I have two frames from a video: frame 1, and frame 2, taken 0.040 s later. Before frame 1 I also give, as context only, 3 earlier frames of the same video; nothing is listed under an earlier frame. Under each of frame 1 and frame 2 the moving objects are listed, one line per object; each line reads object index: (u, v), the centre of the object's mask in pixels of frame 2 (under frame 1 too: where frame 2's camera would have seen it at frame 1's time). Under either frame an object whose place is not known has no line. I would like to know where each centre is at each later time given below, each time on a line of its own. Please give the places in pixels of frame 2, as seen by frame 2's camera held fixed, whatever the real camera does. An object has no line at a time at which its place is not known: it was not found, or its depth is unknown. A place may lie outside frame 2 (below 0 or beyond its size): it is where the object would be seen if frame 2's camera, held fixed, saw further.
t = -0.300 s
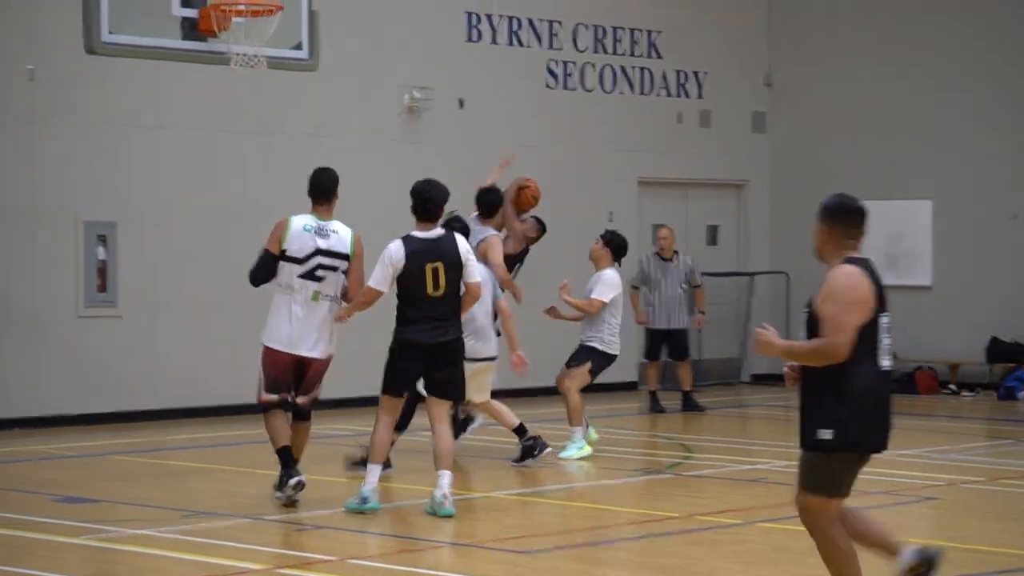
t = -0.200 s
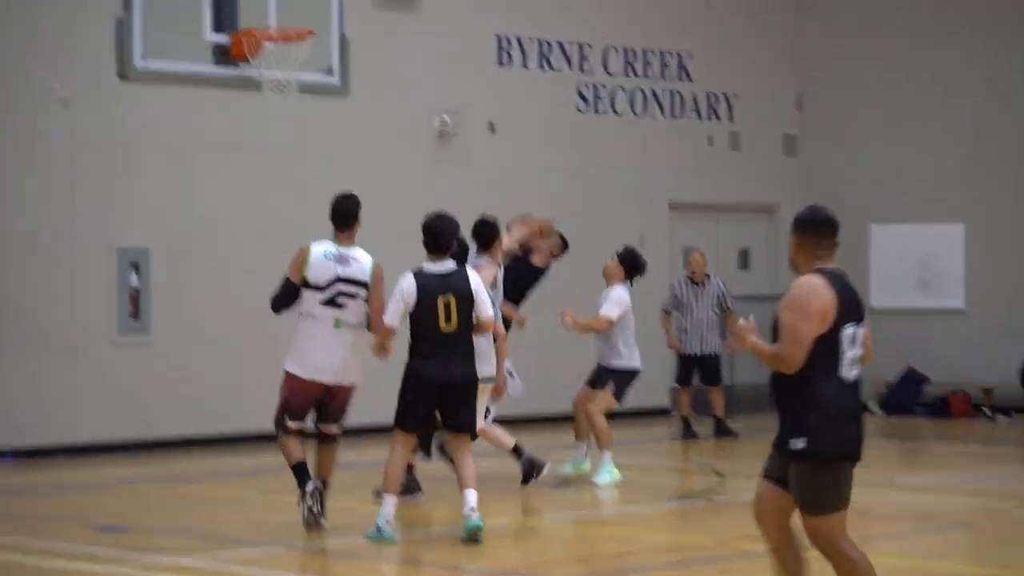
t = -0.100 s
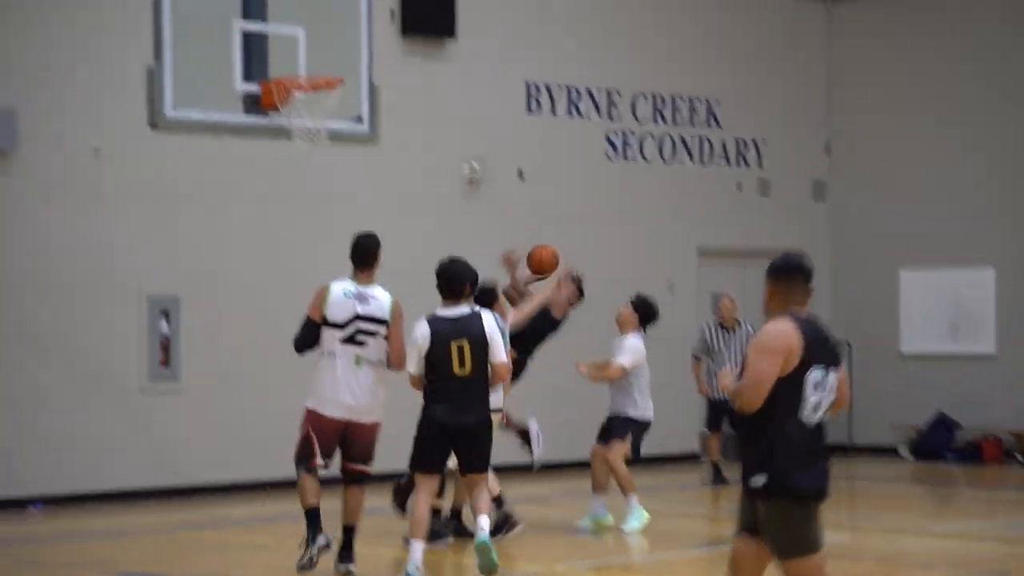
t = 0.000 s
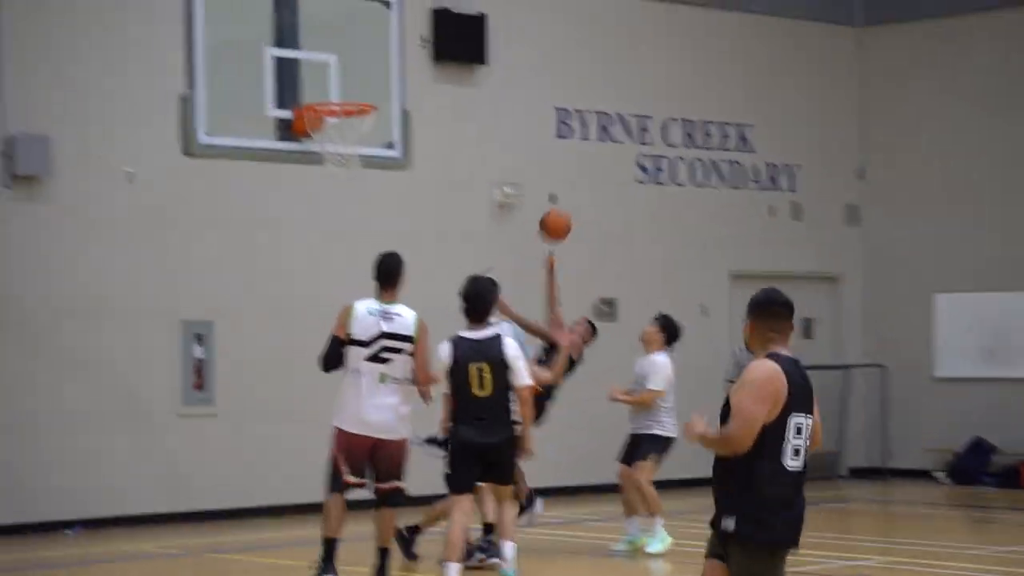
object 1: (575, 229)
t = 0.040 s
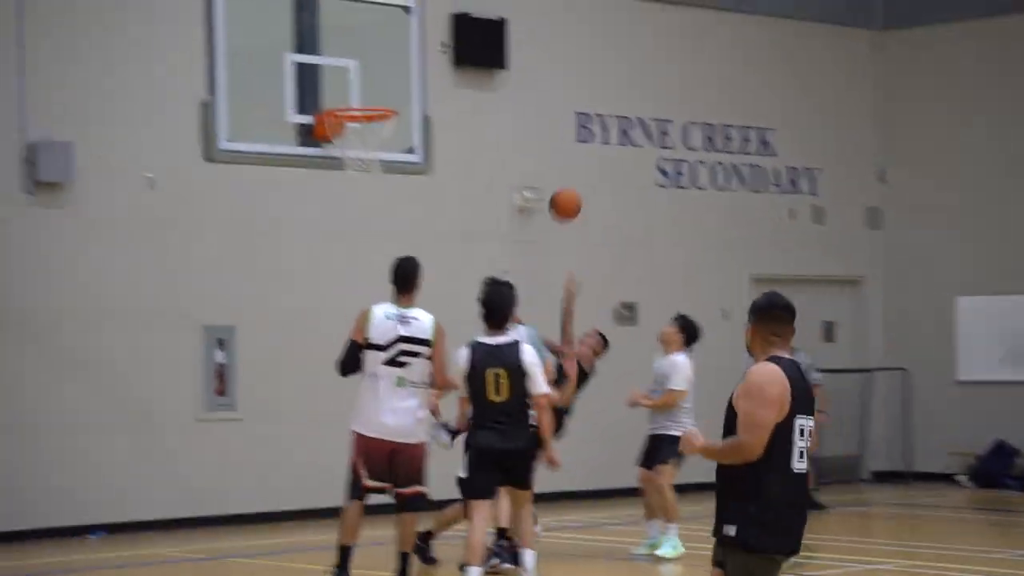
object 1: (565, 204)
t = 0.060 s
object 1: (560, 192)
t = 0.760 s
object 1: (362, 98)
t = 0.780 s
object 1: (357, 99)
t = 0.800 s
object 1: (351, 100)
